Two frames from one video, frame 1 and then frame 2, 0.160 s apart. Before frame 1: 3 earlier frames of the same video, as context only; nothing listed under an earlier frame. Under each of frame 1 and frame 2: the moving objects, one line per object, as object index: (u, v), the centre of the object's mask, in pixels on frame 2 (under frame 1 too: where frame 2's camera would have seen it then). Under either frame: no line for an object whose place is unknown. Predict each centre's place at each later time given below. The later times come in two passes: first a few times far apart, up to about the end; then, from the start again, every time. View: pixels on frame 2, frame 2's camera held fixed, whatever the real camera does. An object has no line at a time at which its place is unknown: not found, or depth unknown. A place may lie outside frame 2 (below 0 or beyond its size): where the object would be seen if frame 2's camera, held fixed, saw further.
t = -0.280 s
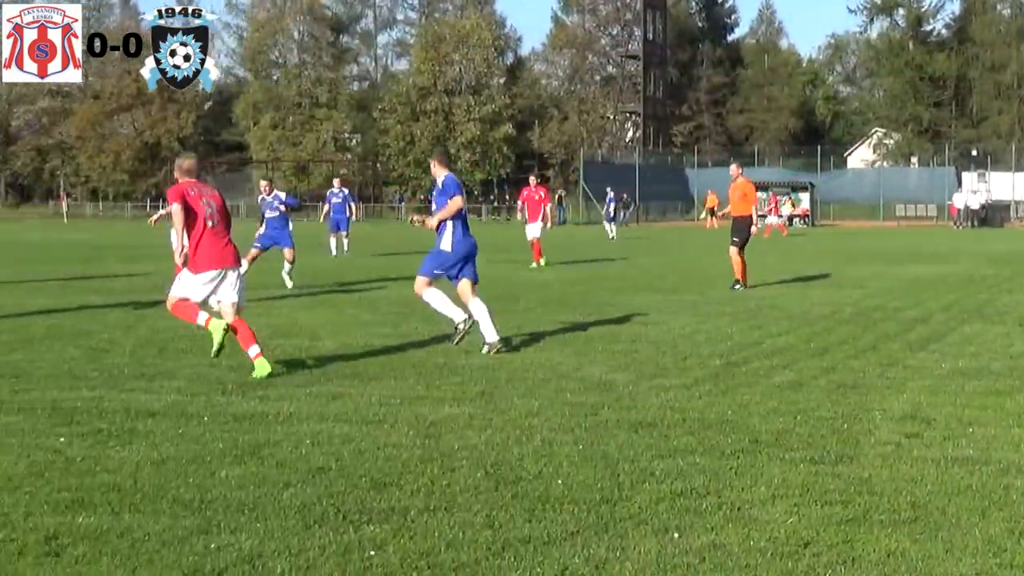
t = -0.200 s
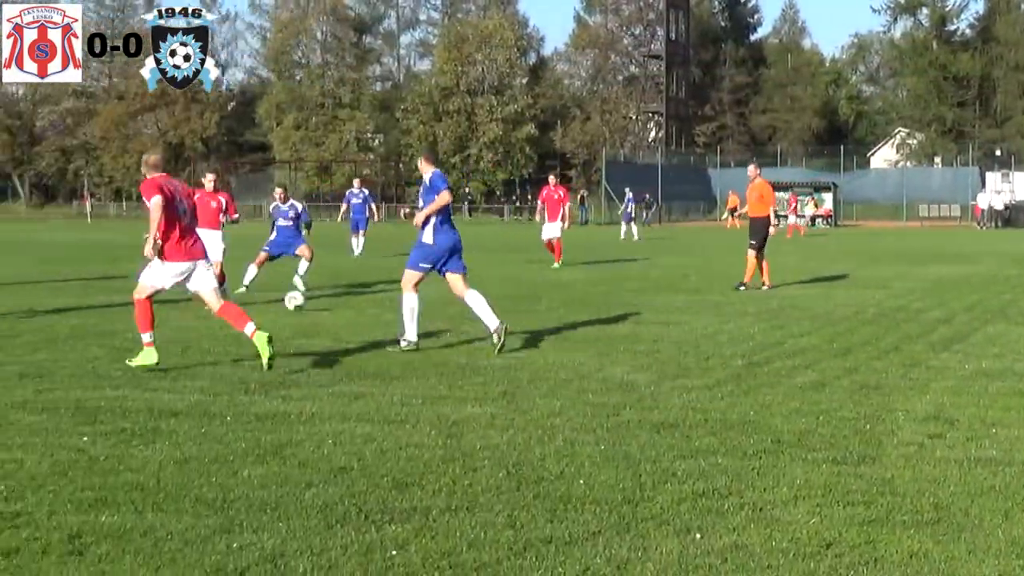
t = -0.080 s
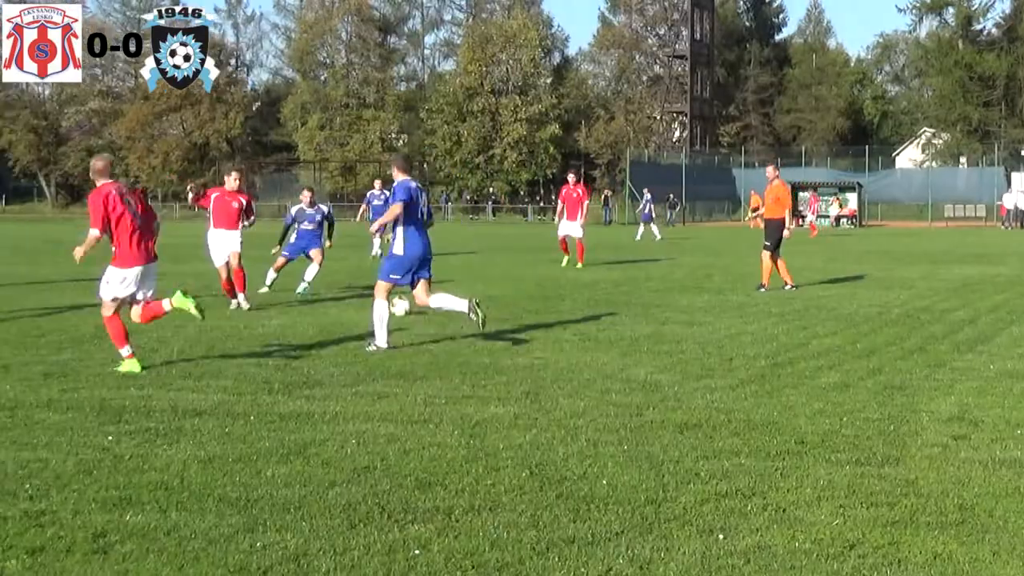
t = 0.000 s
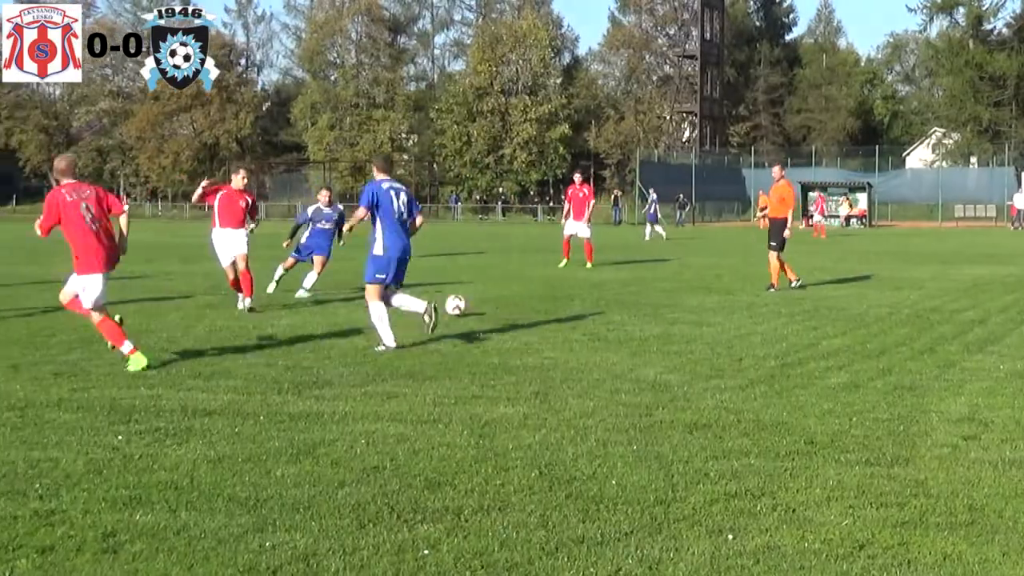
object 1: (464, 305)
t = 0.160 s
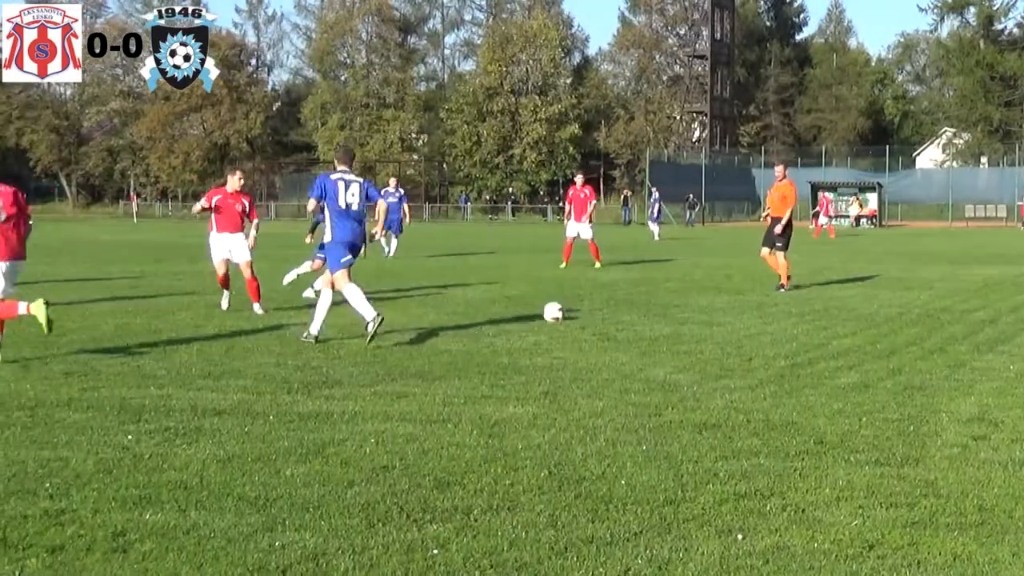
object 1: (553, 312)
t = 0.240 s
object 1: (592, 311)
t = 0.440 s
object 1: (688, 319)
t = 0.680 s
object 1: (805, 319)
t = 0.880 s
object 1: (902, 321)
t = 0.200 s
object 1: (572, 311)
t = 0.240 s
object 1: (592, 311)
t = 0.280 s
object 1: (612, 316)
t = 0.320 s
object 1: (630, 318)
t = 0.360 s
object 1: (651, 319)
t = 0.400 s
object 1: (668, 318)
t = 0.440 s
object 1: (688, 319)
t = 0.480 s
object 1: (708, 319)
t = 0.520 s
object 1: (726, 321)
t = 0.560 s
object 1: (746, 319)
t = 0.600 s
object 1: (765, 318)
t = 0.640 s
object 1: (785, 318)
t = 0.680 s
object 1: (805, 319)
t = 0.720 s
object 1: (824, 321)
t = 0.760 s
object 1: (844, 320)
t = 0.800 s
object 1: (863, 320)
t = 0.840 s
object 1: (883, 319)
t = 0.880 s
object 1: (902, 321)
